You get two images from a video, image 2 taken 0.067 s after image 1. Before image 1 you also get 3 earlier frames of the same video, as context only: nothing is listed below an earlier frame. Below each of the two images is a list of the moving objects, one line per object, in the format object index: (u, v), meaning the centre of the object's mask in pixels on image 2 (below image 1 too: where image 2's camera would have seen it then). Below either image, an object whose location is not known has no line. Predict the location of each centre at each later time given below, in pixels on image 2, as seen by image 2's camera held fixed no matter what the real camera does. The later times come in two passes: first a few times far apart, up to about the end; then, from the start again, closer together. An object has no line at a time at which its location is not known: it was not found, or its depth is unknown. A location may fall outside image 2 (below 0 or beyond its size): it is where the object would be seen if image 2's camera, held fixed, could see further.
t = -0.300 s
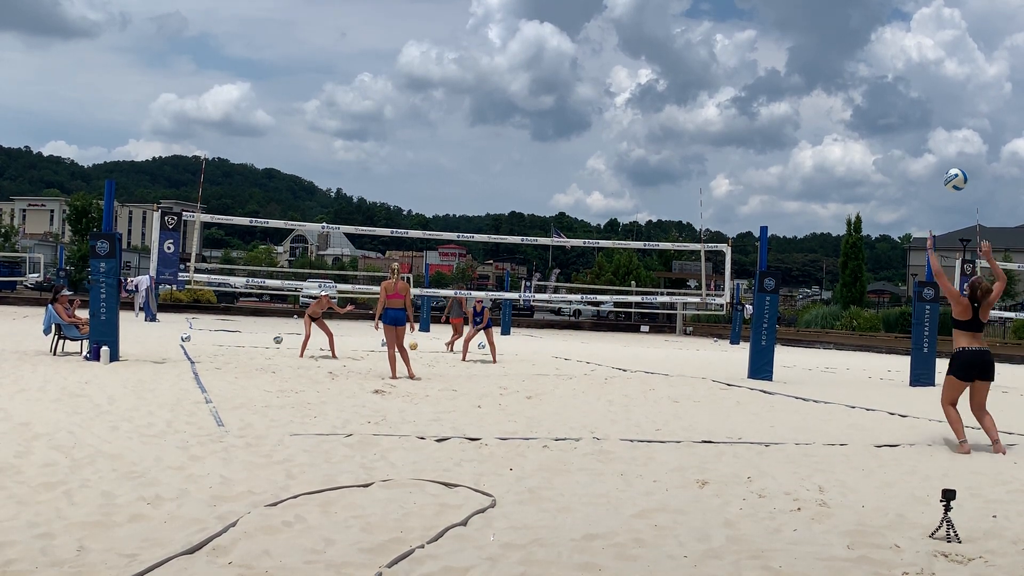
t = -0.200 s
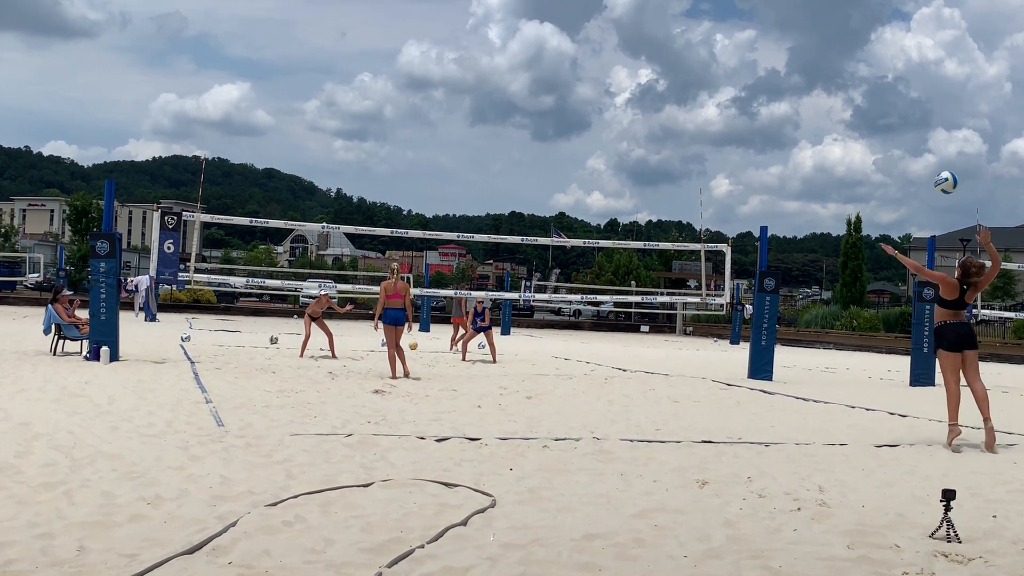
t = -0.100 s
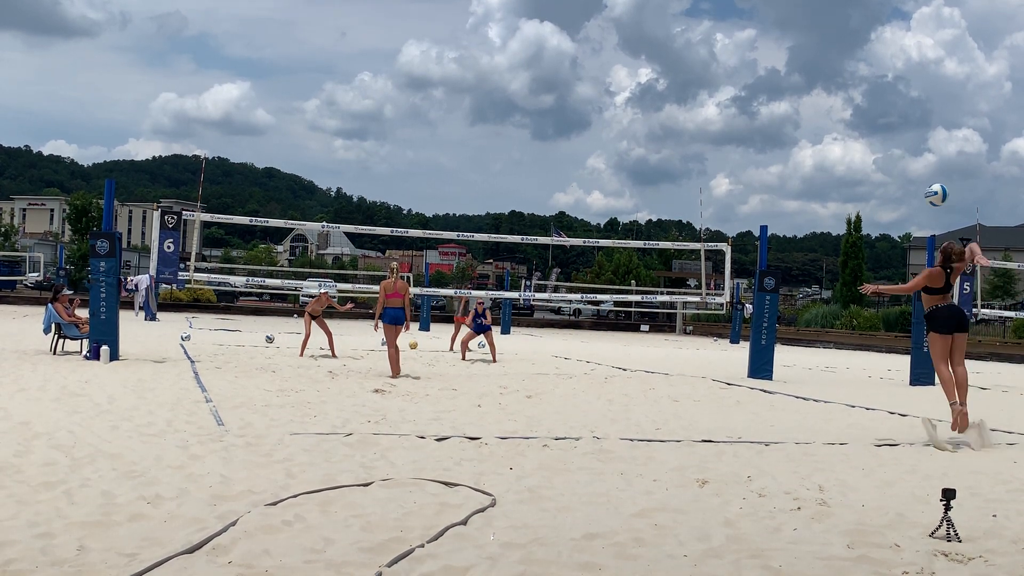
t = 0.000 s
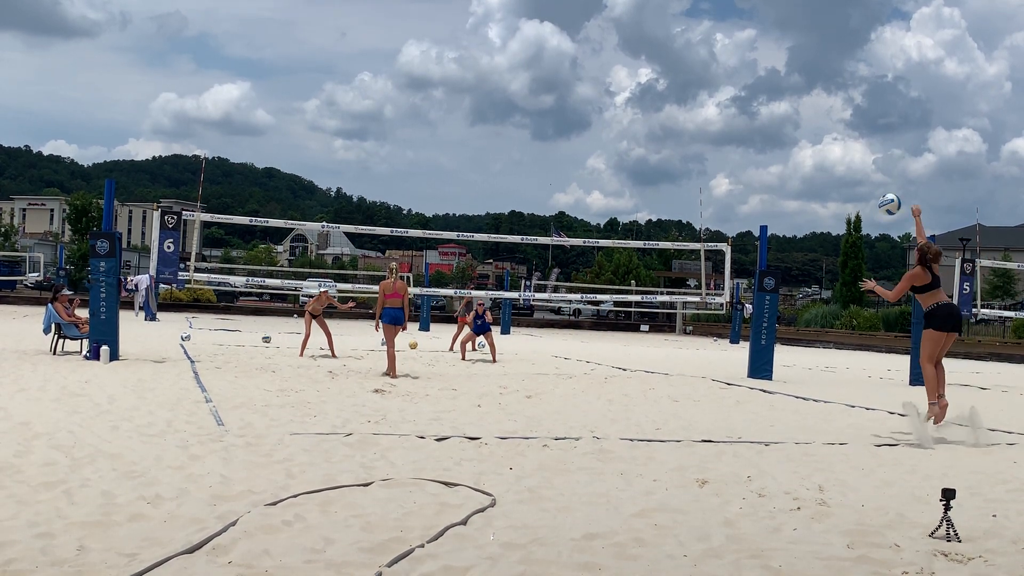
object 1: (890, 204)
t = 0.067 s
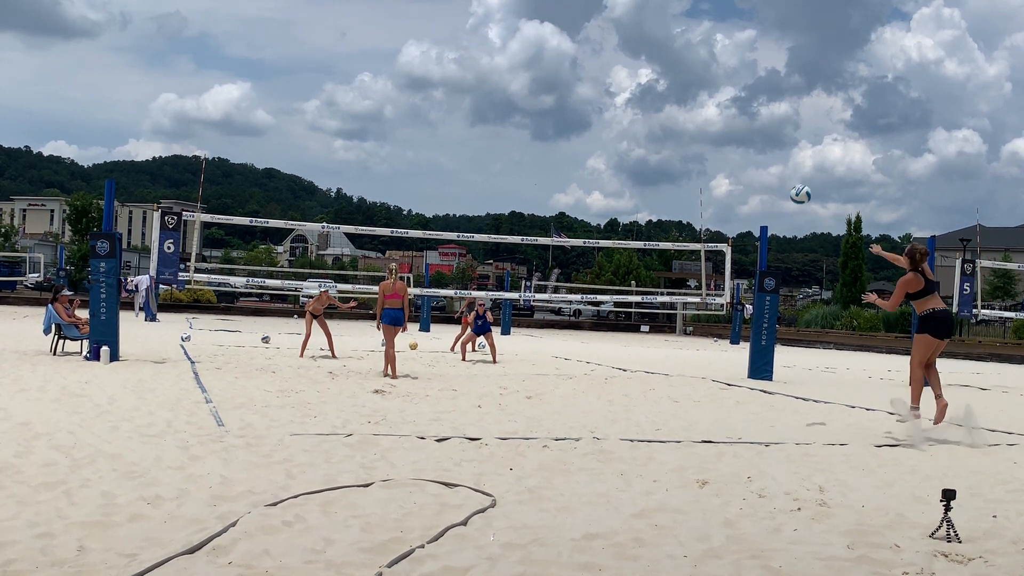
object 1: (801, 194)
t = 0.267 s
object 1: (596, 189)
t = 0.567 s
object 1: (395, 227)
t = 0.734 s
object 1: (355, 232)
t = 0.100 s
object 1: (761, 191)
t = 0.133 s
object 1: (722, 189)
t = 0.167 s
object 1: (688, 188)
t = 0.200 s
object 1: (655, 187)
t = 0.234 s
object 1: (625, 188)
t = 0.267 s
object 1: (596, 189)
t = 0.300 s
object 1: (568, 191)
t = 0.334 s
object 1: (542, 194)
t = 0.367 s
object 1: (517, 197)
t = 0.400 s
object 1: (494, 201)
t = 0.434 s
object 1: (471, 205)
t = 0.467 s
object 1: (451, 210)
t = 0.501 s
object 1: (431, 216)
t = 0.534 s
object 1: (411, 221)
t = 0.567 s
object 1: (395, 227)
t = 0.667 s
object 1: (371, 225)
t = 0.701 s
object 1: (363, 227)
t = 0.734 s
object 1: (355, 232)
